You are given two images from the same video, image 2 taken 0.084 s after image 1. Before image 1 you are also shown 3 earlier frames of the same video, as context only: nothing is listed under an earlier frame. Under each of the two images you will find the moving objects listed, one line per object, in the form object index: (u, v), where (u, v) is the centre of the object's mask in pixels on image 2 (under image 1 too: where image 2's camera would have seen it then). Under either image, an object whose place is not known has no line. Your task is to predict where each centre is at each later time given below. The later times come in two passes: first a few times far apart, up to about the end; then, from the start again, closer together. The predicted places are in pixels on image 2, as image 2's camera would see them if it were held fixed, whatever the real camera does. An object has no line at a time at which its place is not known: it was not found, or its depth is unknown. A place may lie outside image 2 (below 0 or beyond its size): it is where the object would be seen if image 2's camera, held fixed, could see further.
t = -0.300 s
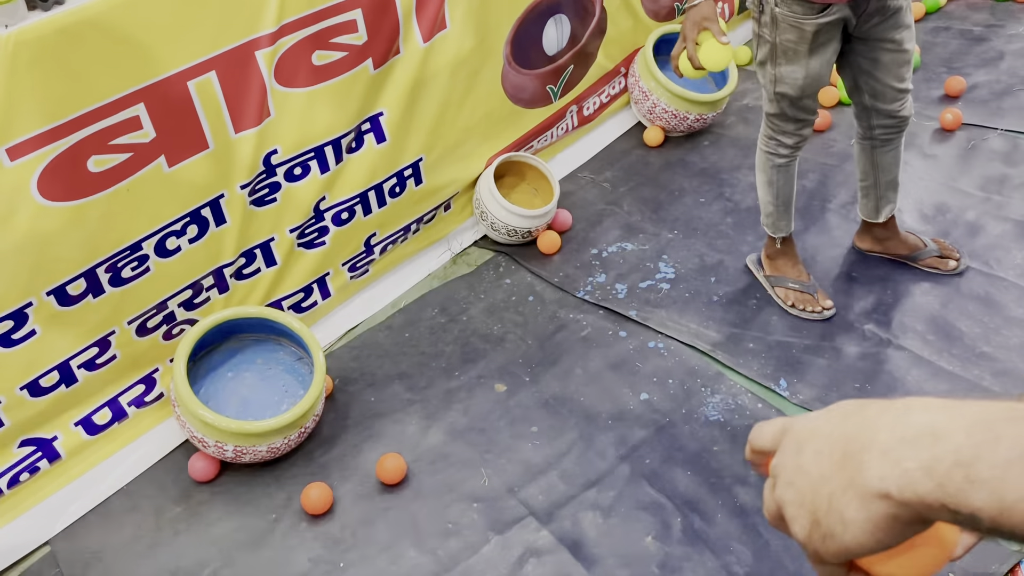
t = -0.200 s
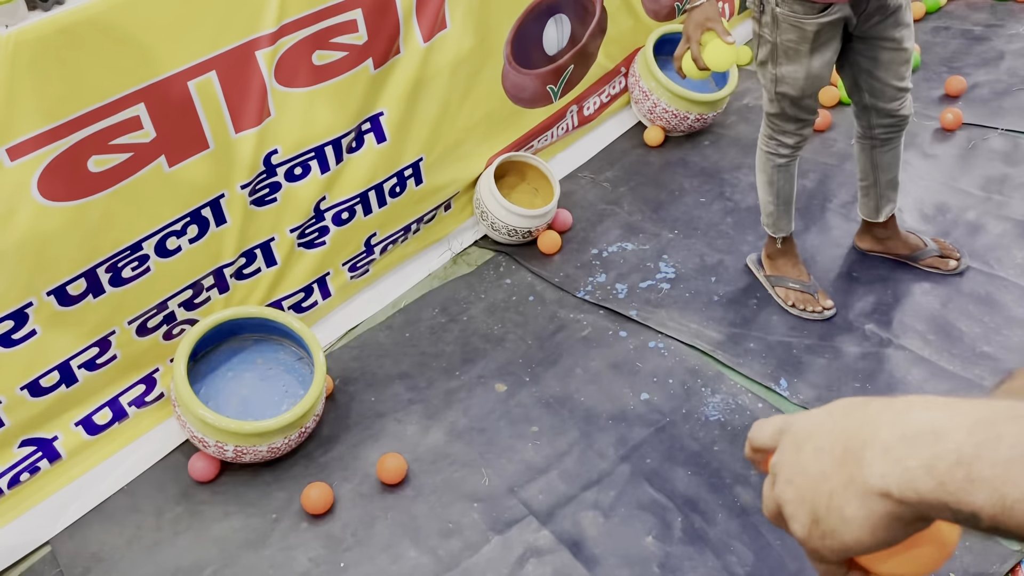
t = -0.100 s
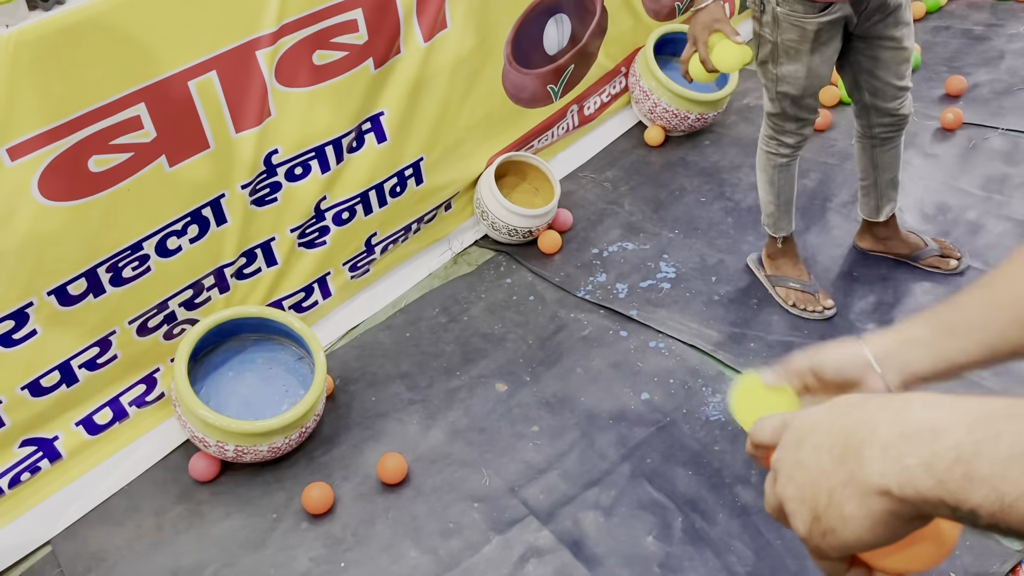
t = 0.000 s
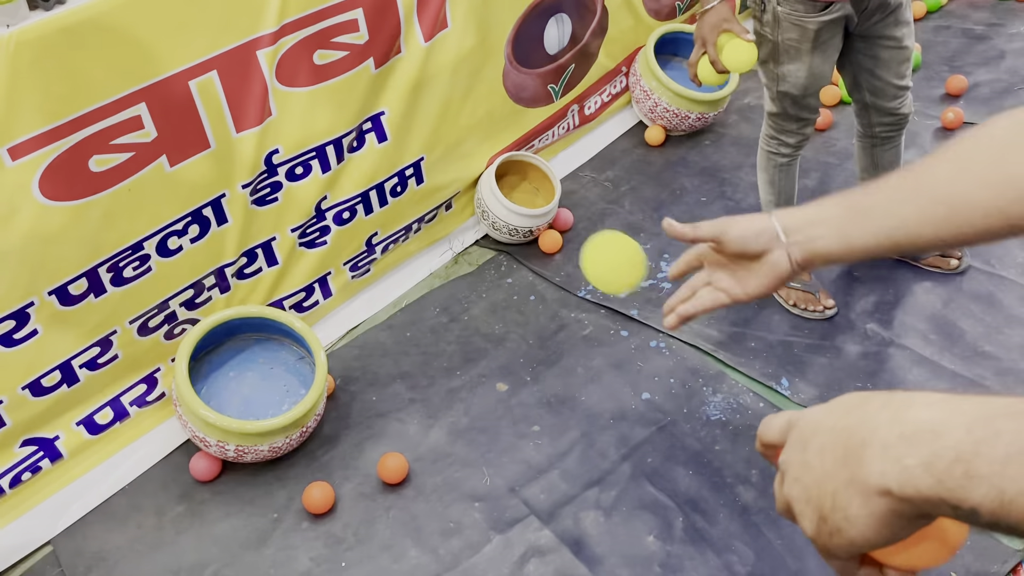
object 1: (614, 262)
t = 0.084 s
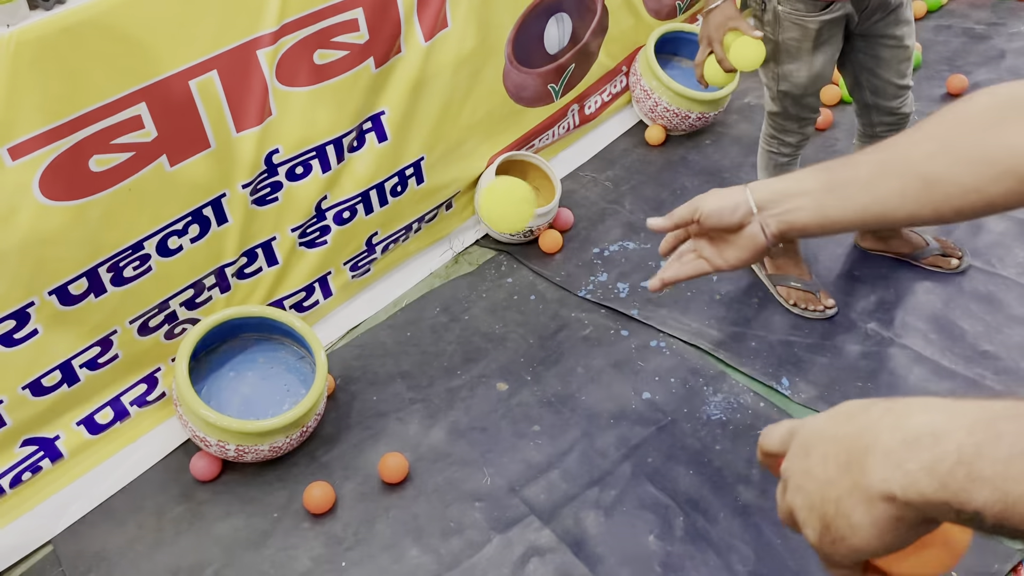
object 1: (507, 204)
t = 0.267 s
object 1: (349, 238)
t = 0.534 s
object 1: (219, 349)
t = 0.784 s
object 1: (371, 415)
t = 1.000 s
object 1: (513, 571)
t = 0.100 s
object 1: (485, 198)
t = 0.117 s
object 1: (466, 196)
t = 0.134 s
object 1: (452, 194)
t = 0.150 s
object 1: (434, 194)
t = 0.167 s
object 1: (419, 196)
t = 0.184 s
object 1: (406, 200)
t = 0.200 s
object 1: (392, 205)
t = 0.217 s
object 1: (381, 211)
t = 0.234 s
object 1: (369, 219)
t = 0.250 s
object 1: (358, 228)
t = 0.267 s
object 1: (349, 238)
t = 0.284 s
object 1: (341, 248)
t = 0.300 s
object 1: (333, 261)
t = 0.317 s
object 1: (326, 272)
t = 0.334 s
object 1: (321, 285)
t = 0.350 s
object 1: (314, 299)
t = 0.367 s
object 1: (310, 311)
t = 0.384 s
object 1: (305, 326)
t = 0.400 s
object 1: (301, 342)
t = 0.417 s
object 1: (298, 356)
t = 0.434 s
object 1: (296, 369)
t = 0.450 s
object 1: (293, 385)
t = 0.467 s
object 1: (276, 383)
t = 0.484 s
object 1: (259, 383)
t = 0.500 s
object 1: (242, 376)
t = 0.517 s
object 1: (230, 362)
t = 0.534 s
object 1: (219, 349)
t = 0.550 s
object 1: (221, 342)
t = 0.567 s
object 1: (227, 341)
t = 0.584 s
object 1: (235, 340)
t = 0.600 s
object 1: (244, 340)
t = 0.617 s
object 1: (252, 341)
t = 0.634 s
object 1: (261, 344)
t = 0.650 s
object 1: (273, 348)
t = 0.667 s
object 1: (283, 352)
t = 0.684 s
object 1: (293, 358)
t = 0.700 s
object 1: (306, 365)
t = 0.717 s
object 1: (318, 372)
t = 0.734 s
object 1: (330, 381)
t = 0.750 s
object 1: (344, 392)
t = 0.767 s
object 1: (357, 403)
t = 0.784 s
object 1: (371, 415)
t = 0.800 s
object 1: (385, 429)
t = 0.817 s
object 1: (399, 443)
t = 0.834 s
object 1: (413, 457)
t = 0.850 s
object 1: (428, 474)
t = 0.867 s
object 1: (443, 492)
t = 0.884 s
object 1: (458, 509)
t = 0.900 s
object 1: (474, 529)
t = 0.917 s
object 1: (489, 549)
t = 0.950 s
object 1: (503, 564)
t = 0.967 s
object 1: (506, 566)
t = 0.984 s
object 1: (509, 569)
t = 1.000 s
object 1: (513, 571)
